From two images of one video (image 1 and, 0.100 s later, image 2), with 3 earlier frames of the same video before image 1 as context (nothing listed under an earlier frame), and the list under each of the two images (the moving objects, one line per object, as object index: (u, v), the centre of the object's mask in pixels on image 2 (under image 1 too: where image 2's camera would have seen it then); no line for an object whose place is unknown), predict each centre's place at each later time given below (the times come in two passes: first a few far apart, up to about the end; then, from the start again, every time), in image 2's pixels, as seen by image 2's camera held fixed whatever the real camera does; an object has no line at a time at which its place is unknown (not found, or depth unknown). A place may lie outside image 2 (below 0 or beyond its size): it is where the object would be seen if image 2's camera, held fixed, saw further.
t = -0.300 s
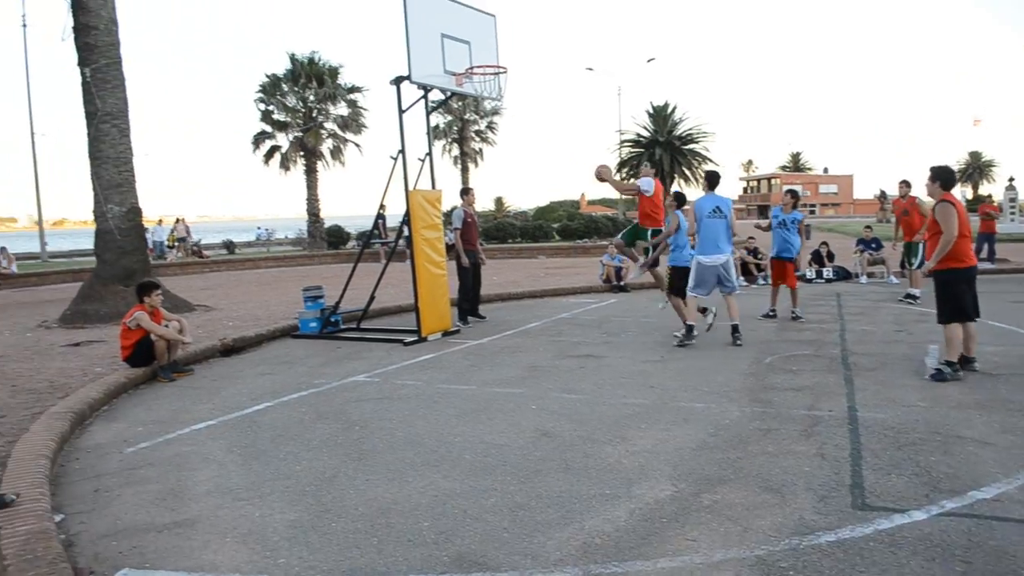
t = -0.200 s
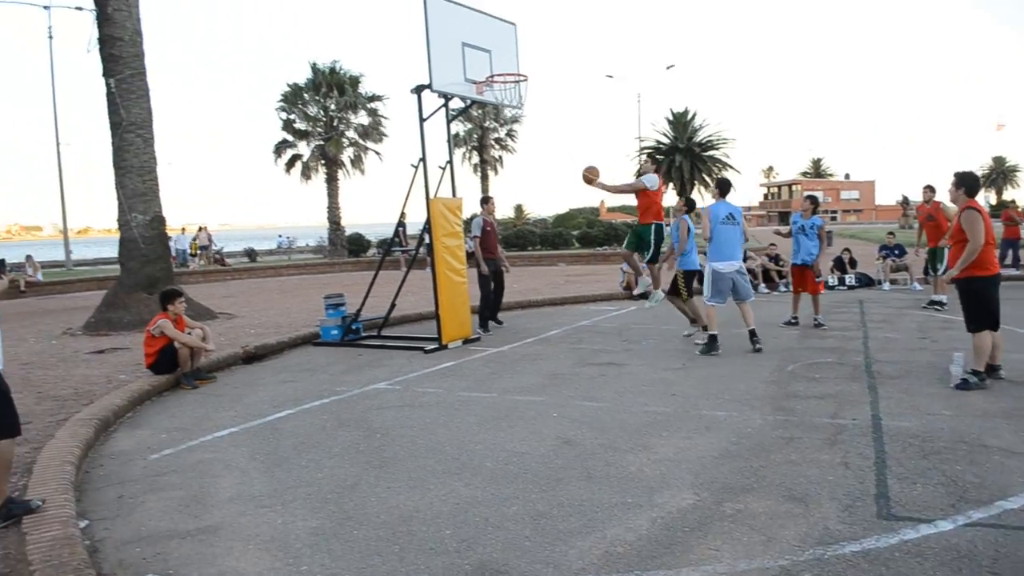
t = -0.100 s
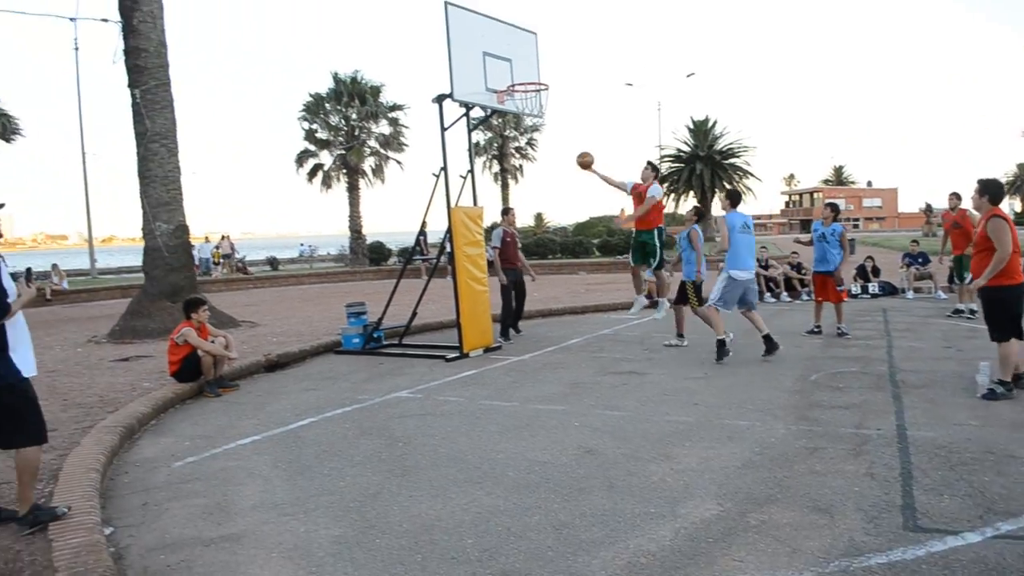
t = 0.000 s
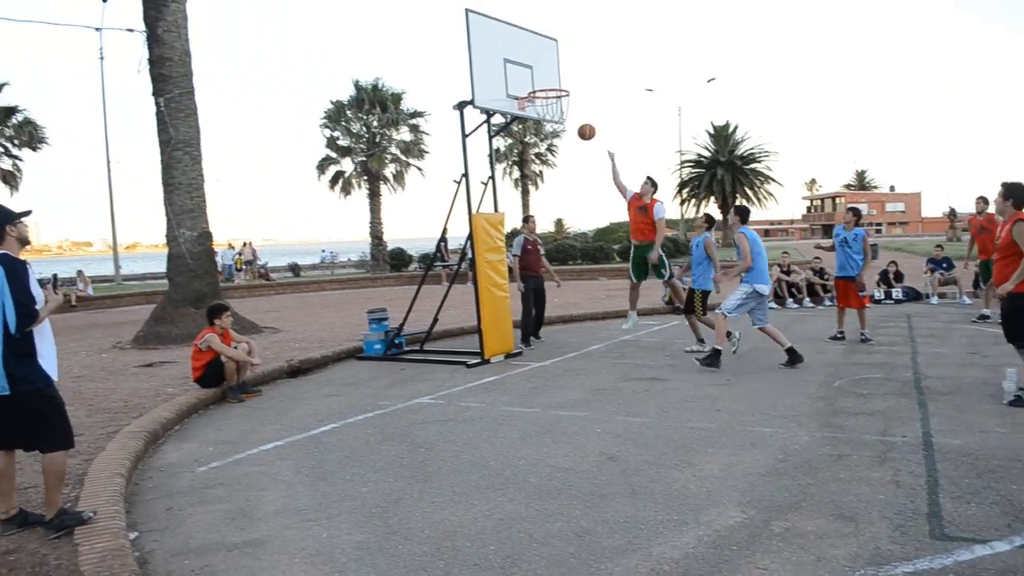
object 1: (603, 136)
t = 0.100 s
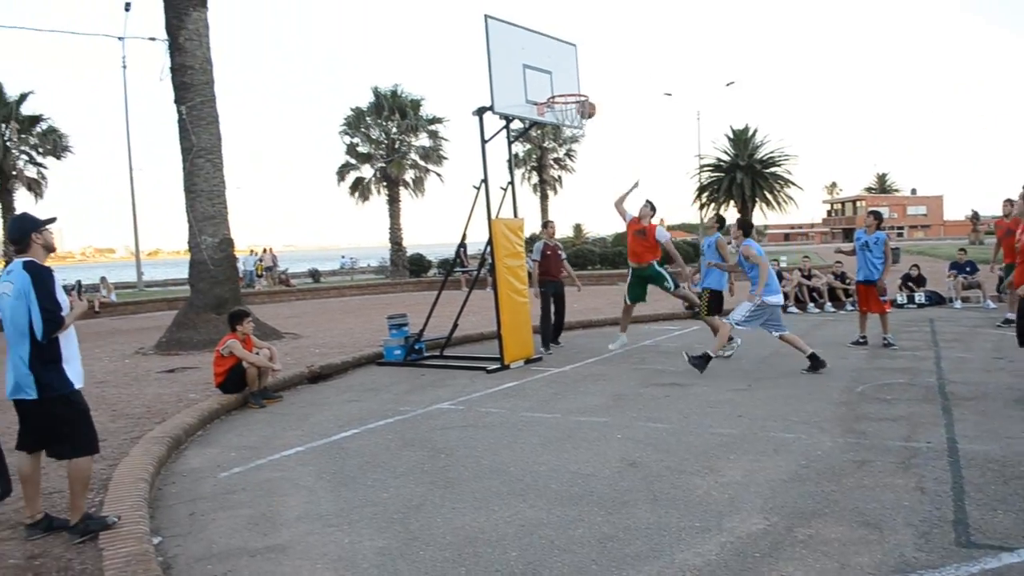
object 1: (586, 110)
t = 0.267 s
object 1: (575, 83)
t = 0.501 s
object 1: (582, 81)
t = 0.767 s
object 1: (568, 116)
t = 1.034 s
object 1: (589, 154)
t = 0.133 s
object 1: (581, 103)
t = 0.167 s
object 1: (575, 97)
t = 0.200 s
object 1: (573, 90)
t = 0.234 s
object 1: (574, 86)
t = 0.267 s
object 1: (575, 83)
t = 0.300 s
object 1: (576, 80)
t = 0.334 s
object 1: (577, 78)
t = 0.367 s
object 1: (578, 77)
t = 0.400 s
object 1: (579, 77)
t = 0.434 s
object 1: (580, 77)
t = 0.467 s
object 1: (581, 79)
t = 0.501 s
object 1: (582, 81)
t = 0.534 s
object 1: (583, 85)
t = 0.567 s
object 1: (585, 88)
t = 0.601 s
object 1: (585, 95)
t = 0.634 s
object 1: (579, 98)
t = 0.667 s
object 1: (573, 102)
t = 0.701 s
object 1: (567, 108)
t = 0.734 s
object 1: (565, 113)
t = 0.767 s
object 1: (568, 116)
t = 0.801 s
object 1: (571, 120)
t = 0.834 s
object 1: (574, 127)
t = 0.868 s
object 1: (577, 131)
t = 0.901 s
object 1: (579, 135)
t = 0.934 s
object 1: (582, 139)
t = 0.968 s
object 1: (584, 143)
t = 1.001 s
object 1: (586, 147)
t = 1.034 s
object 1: (589, 154)
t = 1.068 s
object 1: (590, 160)
